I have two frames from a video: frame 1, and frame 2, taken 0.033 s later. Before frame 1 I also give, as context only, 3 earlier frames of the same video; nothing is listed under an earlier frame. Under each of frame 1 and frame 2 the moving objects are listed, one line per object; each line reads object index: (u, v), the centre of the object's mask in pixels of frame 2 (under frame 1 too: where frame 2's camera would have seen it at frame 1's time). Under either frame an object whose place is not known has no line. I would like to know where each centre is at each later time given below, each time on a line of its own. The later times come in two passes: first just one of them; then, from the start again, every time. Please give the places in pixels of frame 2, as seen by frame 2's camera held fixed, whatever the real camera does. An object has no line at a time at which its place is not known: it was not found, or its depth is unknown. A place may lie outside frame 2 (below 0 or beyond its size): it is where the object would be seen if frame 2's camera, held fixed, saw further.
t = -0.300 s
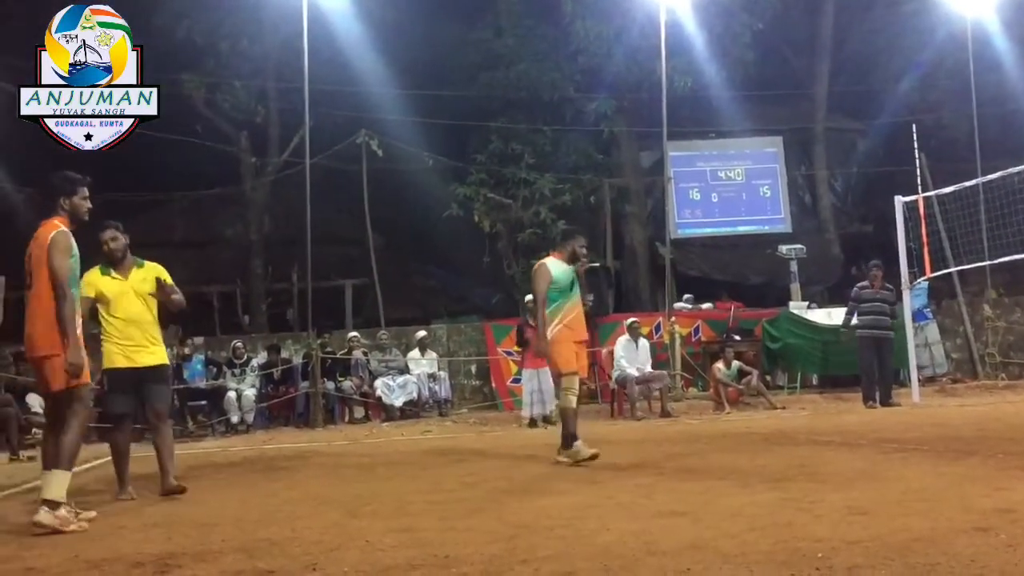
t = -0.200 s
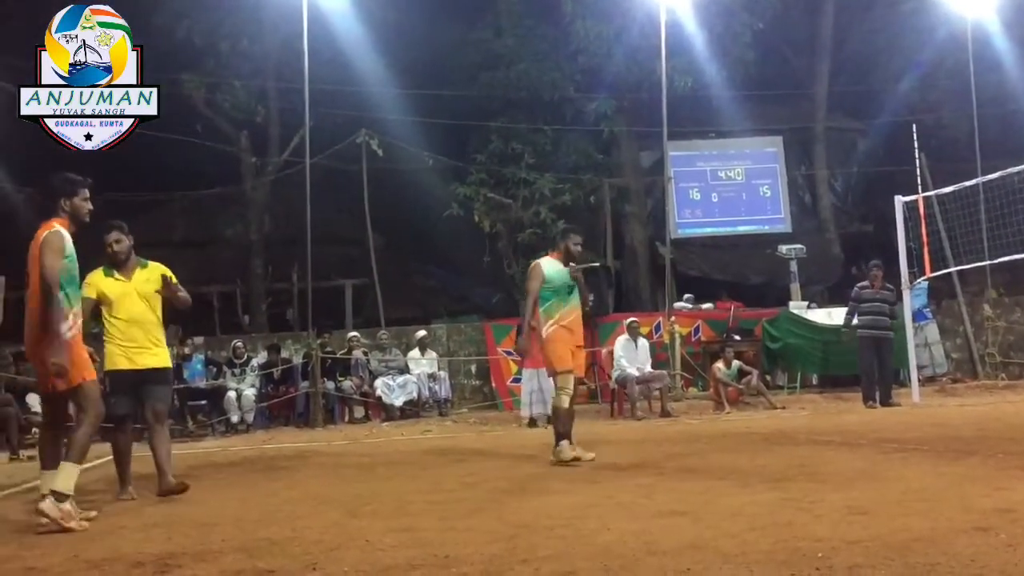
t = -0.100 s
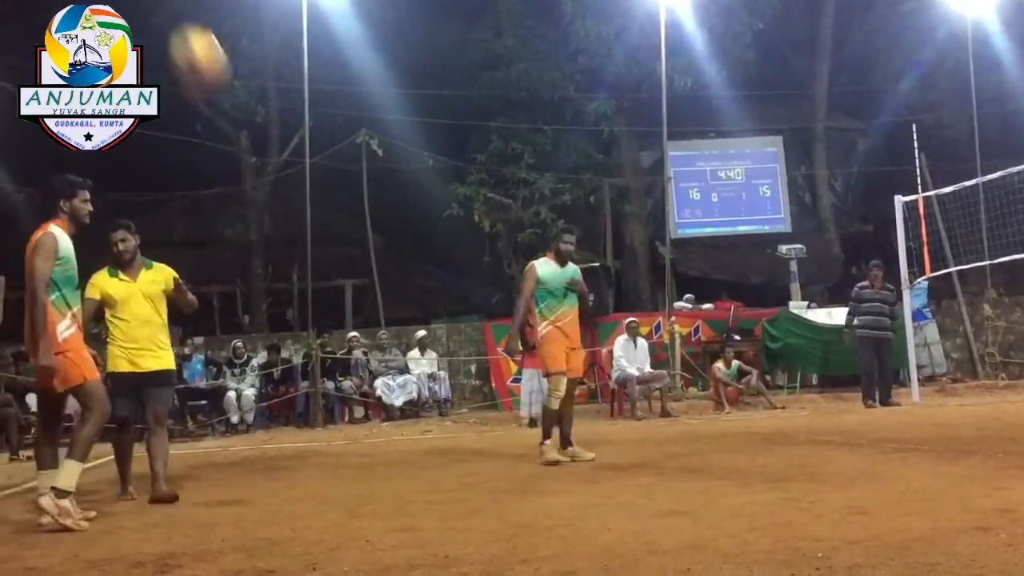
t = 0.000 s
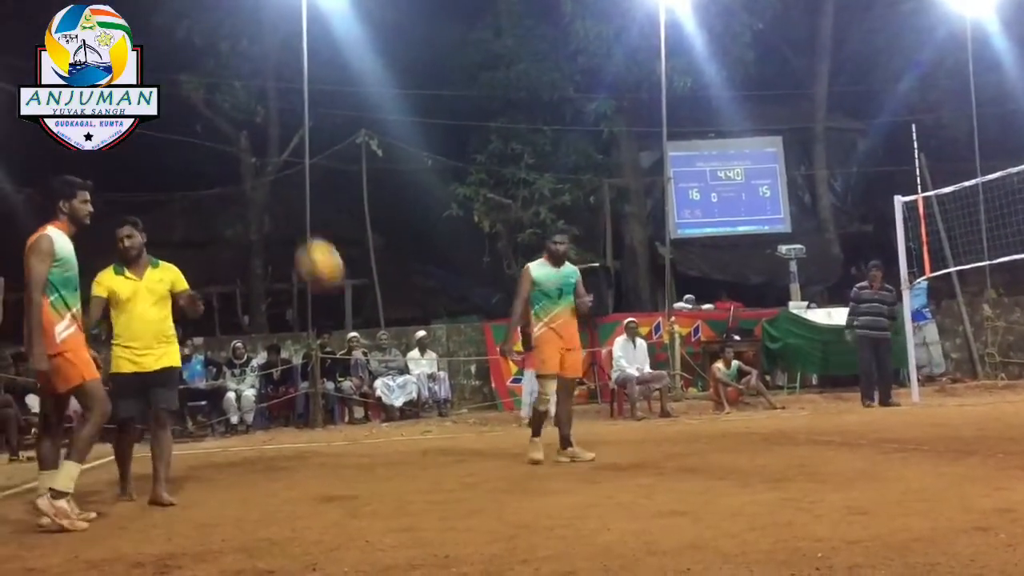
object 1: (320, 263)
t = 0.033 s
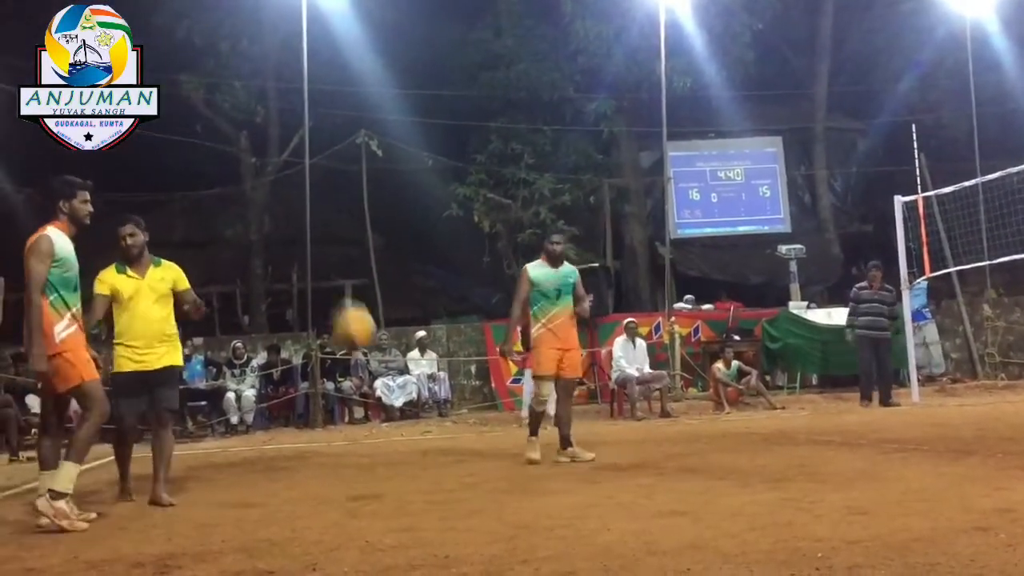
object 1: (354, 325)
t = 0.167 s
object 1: (443, 429)
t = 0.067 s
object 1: (382, 383)
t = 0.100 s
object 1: (409, 439)
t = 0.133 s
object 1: (433, 473)
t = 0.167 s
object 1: (443, 429)
